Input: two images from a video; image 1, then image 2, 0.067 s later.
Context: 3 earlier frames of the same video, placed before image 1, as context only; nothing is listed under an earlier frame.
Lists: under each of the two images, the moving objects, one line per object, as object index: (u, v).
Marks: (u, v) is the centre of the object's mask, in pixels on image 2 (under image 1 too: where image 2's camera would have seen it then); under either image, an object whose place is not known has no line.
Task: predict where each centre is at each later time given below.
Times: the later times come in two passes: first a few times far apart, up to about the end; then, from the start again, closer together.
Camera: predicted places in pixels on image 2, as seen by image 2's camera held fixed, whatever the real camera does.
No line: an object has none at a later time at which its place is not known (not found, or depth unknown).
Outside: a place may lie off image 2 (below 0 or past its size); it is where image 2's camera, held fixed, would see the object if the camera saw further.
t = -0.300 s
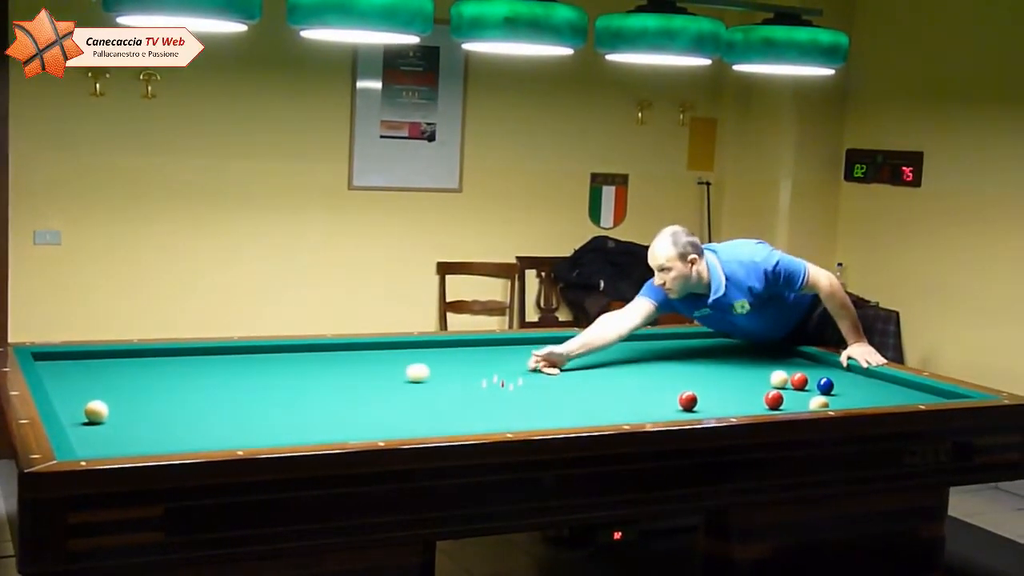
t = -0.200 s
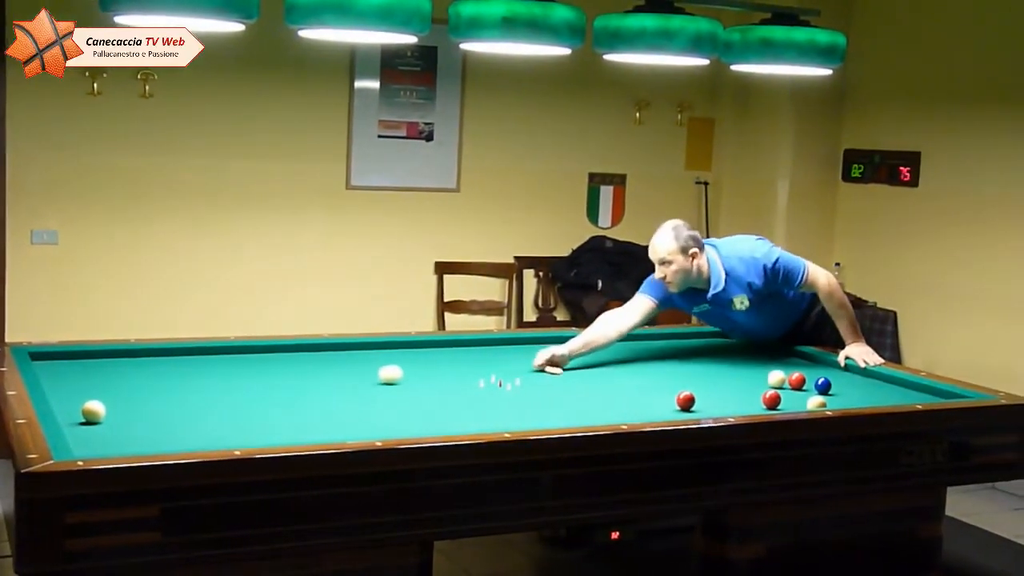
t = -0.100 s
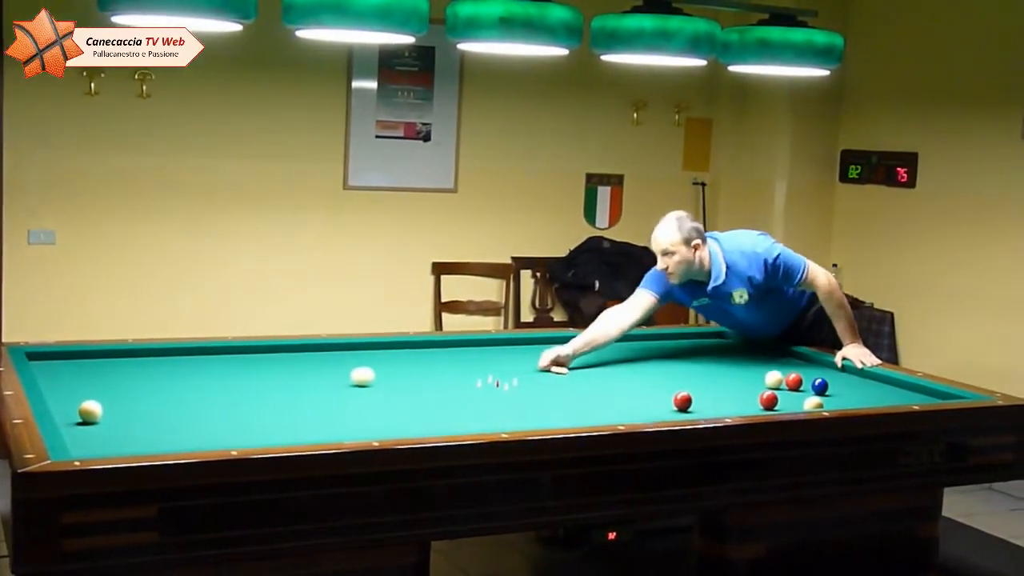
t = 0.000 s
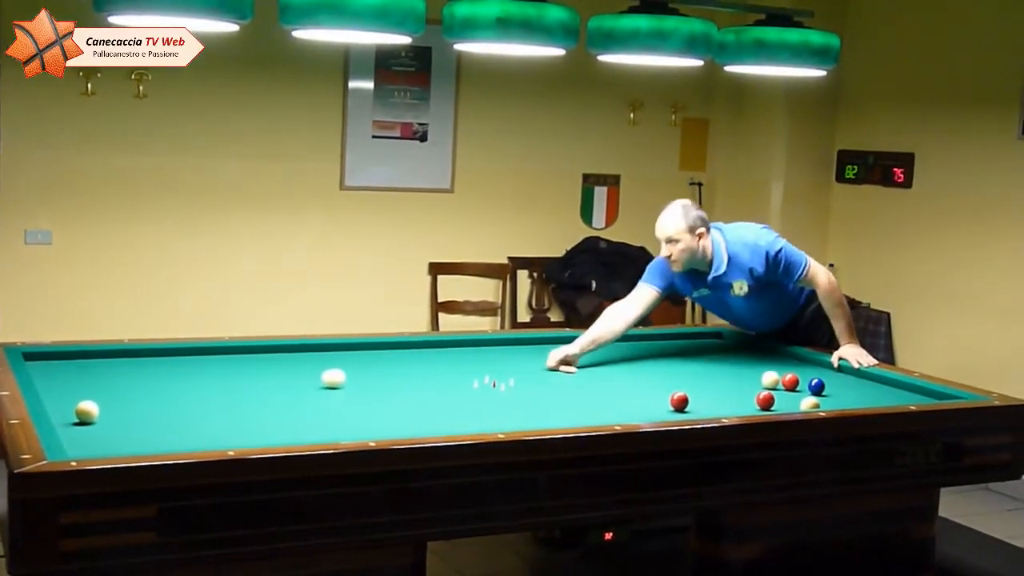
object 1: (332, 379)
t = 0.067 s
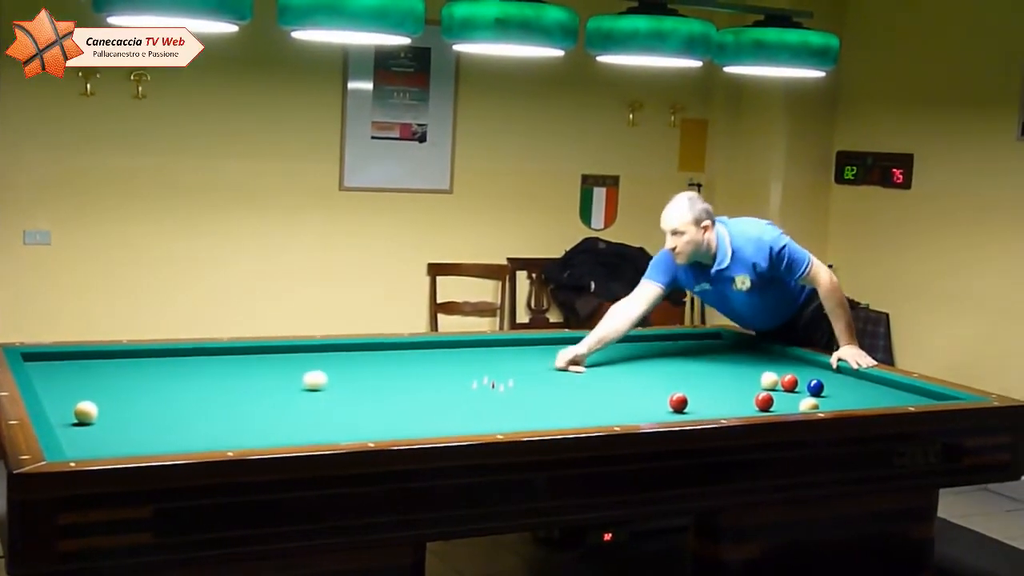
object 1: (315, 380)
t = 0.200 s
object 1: (280, 383)
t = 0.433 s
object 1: (215, 387)
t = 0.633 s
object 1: (158, 391)
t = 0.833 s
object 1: (99, 395)
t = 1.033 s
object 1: (61, 398)
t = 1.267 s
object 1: (109, 398)
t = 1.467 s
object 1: (142, 397)
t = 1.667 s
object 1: (175, 397)
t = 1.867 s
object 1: (206, 396)
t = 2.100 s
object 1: (242, 395)
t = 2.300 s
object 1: (271, 395)
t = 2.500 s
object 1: (300, 395)
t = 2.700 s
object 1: (327, 395)
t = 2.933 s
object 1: (358, 395)
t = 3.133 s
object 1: (384, 395)
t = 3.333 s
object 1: (409, 395)
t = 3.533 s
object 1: (433, 395)
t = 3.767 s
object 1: (460, 394)
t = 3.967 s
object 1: (483, 394)
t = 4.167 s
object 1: (506, 394)
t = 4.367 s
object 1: (527, 394)
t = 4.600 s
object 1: (551, 393)
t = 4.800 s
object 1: (572, 393)
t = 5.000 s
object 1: (591, 393)
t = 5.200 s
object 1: (610, 393)
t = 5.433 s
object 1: (631, 392)
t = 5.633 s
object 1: (648, 392)
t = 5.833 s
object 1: (664, 391)
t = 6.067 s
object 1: (685, 390)
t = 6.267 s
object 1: (698, 391)
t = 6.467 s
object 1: (713, 391)
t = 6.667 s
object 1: (725, 391)
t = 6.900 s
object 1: (741, 390)
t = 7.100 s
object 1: (751, 389)
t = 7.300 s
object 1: (766, 387)
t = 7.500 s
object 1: (778, 389)
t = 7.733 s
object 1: (790, 389)
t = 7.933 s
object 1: (801, 389)
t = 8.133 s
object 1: (807, 389)
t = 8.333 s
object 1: (812, 388)
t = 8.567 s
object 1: (817, 389)
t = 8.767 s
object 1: (820, 389)
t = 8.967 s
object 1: (823, 390)
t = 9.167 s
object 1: (825, 390)
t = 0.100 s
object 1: (306, 381)
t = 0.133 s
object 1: (297, 381)
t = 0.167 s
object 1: (288, 382)
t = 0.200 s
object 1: (280, 383)
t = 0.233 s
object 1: (270, 383)
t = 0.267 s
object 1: (262, 384)
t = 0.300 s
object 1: (252, 384)
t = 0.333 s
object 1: (243, 385)
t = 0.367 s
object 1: (234, 386)
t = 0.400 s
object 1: (225, 387)
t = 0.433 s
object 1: (215, 387)
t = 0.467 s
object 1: (206, 388)
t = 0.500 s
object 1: (197, 389)
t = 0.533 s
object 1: (187, 389)
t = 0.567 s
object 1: (178, 390)
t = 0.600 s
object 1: (168, 391)
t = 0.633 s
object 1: (158, 391)
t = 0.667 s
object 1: (148, 392)
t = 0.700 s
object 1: (139, 393)
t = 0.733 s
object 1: (129, 393)
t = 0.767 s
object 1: (119, 394)
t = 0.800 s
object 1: (108, 395)
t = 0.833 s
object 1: (99, 395)
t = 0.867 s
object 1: (89, 394)
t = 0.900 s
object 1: (77, 395)
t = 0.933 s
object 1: (66, 398)
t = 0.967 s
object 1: (57, 398)
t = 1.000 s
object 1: (53, 398)
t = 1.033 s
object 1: (61, 398)
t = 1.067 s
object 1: (69, 398)
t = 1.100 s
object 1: (75, 396)
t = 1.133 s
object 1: (85, 395)
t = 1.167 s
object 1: (92, 395)
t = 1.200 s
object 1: (99, 397)
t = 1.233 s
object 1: (104, 397)
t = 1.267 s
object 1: (109, 398)
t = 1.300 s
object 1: (114, 398)
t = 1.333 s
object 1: (120, 398)
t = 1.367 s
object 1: (126, 398)
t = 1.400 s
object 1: (131, 397)
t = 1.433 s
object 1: (137, 398)
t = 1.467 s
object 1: (142, 397)
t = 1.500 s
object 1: (148, 397)
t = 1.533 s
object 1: (153, 397)
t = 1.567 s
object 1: (158, 397)
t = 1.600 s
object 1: (164, 397)
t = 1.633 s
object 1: (169, 397)
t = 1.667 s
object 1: (175, 397)
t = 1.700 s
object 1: (180, 397)
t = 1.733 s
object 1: (185, 397)
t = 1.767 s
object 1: (190, 396)
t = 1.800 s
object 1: (196, 396)
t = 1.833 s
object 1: (201, 396)
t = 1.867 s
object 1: (206, 396)
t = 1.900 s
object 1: (211, 396)
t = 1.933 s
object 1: (216, 396)
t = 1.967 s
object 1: (221, 396)
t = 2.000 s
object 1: (226, 396)
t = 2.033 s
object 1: (231, 396)
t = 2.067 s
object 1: (237, 395)
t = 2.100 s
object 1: (242, 395)
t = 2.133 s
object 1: (246, 395)
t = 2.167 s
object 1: (252, 395)
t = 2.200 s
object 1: (257, 395)
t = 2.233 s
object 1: (261, 395)
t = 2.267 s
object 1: (266, 395)
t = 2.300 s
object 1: (271, 395)
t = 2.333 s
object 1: (276, 395)
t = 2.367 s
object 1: (280, 395)
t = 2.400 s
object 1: (286, 395)
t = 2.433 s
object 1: (290, 395)
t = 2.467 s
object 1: (295, 395)
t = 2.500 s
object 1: (300, 395)
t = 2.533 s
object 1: (304, 395)
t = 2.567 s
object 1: (309, 395)
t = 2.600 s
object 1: (313, 395)
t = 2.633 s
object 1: (318, 395)
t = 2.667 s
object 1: (323, 395)
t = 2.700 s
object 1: (327, 395)
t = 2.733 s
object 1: (332, 395)
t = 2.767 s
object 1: (336, 395)
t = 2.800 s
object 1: (341, 395)
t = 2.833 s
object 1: (345, 395)
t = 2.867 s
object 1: (349, 395)
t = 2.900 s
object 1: (354, 395)
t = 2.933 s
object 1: (358, 395)
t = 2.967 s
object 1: (362, 395)
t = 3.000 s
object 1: (367, 395)
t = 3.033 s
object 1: (371, 395)
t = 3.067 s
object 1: (375, 395)
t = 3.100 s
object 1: (380, 395)
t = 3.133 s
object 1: (384, 395)
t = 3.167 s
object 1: (388, 395)
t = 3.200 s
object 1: (393, 395)
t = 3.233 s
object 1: (396, 395)
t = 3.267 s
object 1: (401, 395)
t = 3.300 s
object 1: (405, 395)
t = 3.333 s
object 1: (409, 395)
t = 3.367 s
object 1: (413, 395)
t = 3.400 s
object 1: (417, 395)
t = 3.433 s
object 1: (421, 395)
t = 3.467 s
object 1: (426, 395)
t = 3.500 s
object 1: (430, 395)
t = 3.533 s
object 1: (433, 395)
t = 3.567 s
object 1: (437, 395)
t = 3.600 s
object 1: (441, 394)
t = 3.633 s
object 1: (445, 395)
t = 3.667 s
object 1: (449, 394)
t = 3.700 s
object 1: (453, 394)
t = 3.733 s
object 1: (457, 394)
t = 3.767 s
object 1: (460, 394)
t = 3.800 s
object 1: (464, 394)
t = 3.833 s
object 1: (468, 394)
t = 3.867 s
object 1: (472, 395)
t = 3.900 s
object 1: (476, 394)
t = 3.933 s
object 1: (479, 395)
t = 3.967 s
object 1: (483, 394)
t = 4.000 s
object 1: (487, 394)
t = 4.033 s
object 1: (490, 394)
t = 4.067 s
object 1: (494, 394)
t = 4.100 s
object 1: (498, 394)
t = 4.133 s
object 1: (502, 394)
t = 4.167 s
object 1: (506, 394)
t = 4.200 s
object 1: (509, 394)
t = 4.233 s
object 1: (513, 394)
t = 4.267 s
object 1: (517, 394)
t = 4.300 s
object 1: (520, 394)
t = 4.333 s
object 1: (523, 394)
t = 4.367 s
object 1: (527, 394)
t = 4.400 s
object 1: (530, 393)
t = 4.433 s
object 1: (534, 394)
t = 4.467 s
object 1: (537, 393)
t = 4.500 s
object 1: (541, 393)
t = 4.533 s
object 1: (544, 393)
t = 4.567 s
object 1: (548, 393)
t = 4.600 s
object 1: (551, 393)
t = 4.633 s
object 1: (555, 393)
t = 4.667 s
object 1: (558, 393)
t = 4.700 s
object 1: (562, 393)
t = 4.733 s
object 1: (565, 393)
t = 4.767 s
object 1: (568, 393)
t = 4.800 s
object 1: (572, 393)
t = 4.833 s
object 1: (575, 393)
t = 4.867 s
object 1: (578, 393)
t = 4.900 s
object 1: (581, 393)
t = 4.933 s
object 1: (585, 393)
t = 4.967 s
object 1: (588, 393)
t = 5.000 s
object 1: (591, 393)
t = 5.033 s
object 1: (594, 393)
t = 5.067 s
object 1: (597, 393)
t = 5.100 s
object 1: (600, 392)
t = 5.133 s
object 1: (604, 392)
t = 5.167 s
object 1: (607, 393)
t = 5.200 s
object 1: (610, 393)
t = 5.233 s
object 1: (613, 392)
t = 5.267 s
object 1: (616, 392)
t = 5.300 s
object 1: (619, 392)
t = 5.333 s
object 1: (622, 392)
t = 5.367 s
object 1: (625, 392)
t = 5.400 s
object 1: (628, 392)
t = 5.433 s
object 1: (631, 392)
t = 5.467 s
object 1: (633, 392)
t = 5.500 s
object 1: (636, 392)
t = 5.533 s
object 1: (639, 392)
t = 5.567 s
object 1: (642, 392)
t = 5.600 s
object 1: (645, 392)
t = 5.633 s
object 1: (648, 392)
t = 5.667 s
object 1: (651, 392)
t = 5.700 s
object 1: (653, 392)
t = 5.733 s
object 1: (656, 392)
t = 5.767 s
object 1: (659, 392)
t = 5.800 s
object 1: (661, 391)
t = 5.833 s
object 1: (664, 391)
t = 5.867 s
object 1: (667, 390)
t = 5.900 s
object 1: (669, 390)
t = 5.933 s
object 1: (671, 389)
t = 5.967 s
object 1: (675, 389)
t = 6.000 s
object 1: (678, 389)
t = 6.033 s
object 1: (681, 389)
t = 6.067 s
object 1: (685, 390)
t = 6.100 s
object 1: (687, 390)
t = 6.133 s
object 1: (689, 391)
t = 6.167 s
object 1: (692, 391)
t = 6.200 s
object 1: (694, 391)
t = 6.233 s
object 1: (696, 392)
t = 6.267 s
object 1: (698, 391)
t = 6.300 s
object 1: (701, 391)
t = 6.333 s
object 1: (703, 391)
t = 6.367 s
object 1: (706, 391)
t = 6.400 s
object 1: (708, 391)
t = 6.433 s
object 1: (711, 391)
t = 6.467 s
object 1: (713, 391)
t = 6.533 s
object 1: (716, 391)
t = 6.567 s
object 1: (718, 391)
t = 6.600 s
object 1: (720, 391)
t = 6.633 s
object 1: (723, 391)
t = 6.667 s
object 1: (725, 391)
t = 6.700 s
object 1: (727, 391)
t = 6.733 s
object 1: (730, 390)
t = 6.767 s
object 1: (732, 391)
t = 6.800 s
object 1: (734, 391)
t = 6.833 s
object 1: (736, 391)
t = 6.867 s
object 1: (738, 391)
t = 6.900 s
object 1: (741, 390)
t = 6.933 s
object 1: (742, 390)
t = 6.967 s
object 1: (745, 390)
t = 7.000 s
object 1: (747, 390)
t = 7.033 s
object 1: (749, 390)
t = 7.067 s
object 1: (750, 390)
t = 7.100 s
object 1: (751, 389)
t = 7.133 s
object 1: (753, 389)
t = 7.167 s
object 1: (756, 388)
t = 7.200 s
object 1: (758, 388)
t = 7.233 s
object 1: (761, 387)
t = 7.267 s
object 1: (763, 387)
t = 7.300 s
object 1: (766, 387)
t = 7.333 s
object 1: (768, 389)
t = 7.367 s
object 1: (772, 388)
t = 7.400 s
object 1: (773, 389)
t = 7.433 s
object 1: (774, 389)
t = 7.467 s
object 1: (776, 389)
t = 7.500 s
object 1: (778, 389)
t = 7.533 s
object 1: (780, 389)
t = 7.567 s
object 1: (781, 389)
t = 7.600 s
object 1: (784, 389)
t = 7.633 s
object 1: (785, 389)
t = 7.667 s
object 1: (787, 389)
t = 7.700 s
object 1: (789, 389)
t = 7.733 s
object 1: (790, 389)
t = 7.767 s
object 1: (792, 389)
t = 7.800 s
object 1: (794, 389)
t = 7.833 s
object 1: (796, 389)
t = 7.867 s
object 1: (798, 389)
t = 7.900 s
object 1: (799, 389)
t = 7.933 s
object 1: (801, 389)
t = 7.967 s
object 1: (803, 388)
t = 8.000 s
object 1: (804, 388)
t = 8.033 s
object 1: (804, 389)
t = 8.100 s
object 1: (806, 389)
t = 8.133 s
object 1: (807, 389)
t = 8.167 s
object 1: (808, 389)
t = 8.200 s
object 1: (809, 388)
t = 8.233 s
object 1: (809, 388)
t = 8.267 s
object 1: (811, 388)
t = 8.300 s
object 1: (811, 388)
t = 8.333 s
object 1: (812, 388)
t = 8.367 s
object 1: (813, 388)
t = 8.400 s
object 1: (814, 389)
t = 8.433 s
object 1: (814, 389)
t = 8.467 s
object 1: (815, 389)
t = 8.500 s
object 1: (815, 389)
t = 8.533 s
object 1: (816, 389)
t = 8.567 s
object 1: (817, 389)
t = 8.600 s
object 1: (817, 389)
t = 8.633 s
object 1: (818, 389)
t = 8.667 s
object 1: (818, 389)
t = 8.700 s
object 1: (819, 389)
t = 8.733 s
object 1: (819, 390)
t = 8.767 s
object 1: (820, 389)
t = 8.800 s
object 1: (821, 390)
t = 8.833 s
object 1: (821, 390)
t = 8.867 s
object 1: (821, 390)
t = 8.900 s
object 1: (822, 390)
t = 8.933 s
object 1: (822, 390)
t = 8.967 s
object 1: (823, 390)
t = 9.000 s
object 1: (823, 390)
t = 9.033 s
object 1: (824, 390)
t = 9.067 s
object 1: (824, 390)
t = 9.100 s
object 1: (825, 390)
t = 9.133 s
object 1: (825, 390)
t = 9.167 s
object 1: (825, 390)
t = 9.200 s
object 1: (826, 390)
